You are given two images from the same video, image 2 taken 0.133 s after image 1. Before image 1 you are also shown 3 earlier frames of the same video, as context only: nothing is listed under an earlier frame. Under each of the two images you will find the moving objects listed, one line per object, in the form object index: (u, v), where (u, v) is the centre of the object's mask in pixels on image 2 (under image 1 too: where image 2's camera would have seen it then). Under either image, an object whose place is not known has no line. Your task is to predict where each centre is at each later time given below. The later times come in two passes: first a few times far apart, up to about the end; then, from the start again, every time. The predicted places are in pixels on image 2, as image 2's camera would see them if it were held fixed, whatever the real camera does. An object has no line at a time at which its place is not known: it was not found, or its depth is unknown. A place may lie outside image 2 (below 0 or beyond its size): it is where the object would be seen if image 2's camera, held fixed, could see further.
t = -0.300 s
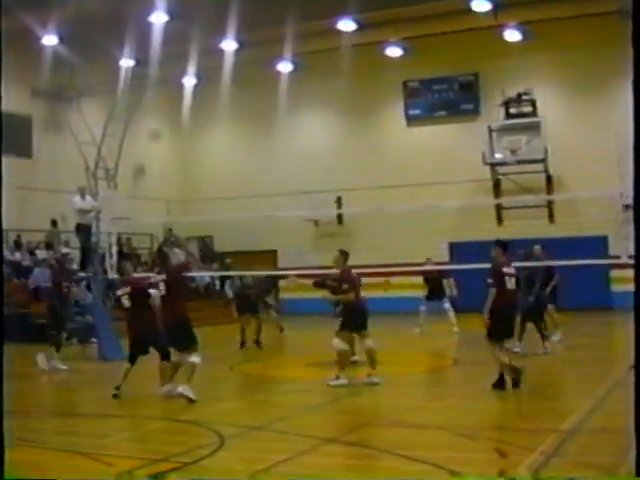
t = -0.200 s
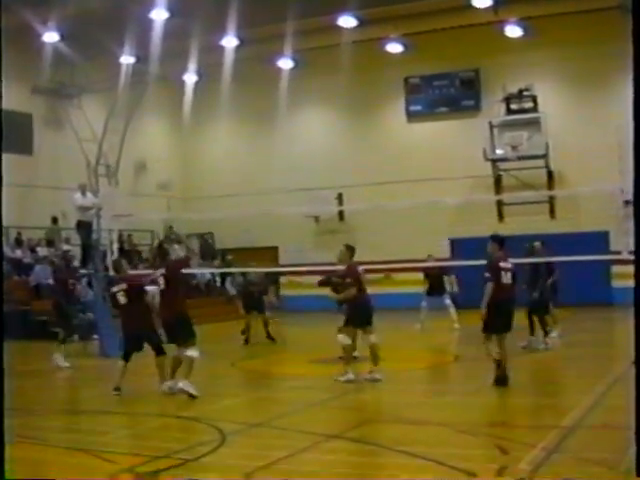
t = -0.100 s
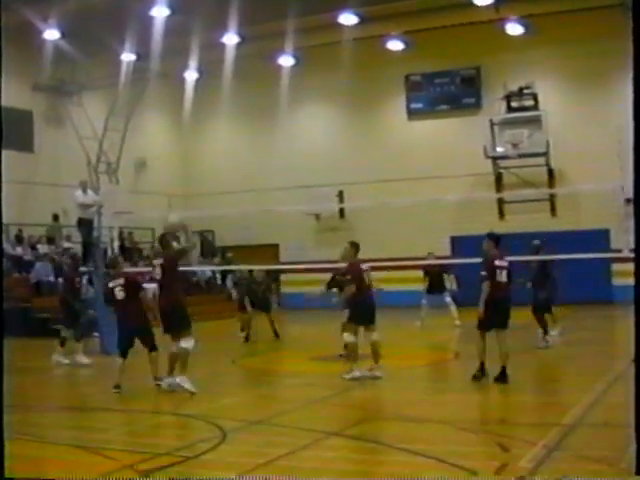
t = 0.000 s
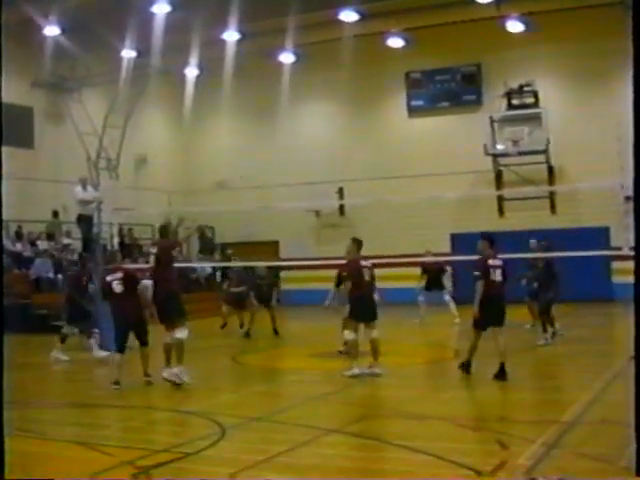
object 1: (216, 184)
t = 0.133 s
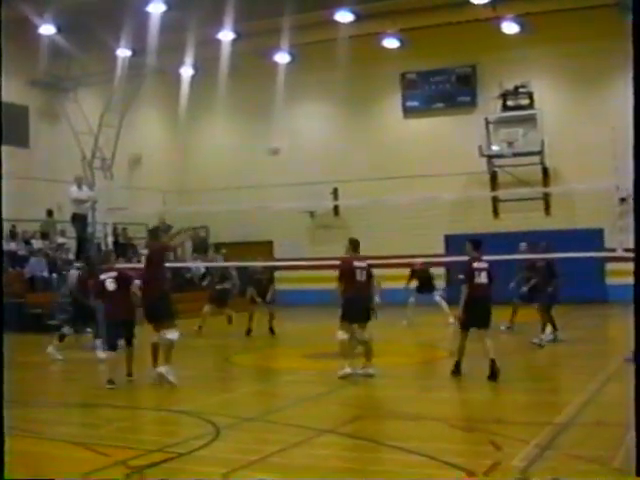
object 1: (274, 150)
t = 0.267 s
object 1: (322, 133)
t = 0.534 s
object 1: (397, 133)
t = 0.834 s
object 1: (459, 176)
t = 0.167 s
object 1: (285, 145)
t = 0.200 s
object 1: (298, 140)
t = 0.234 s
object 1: (311, 137)
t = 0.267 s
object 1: (322, 133)
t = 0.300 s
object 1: (333, 130)
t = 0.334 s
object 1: (343, 130)
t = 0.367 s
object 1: (354, 126)
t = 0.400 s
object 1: (364, 126)
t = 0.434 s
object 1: (372, 127)
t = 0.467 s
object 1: (381, 128)
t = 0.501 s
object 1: (389, 131)
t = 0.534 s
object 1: (397, 133)
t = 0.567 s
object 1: (405, 136)
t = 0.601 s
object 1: (413, 139)
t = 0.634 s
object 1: (420, 143)
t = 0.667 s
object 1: (426, 148)
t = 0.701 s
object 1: (434, 152)
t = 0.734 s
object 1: (440, 157)
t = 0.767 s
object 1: (446, 163)
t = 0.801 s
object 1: (454, 169)
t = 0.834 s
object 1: (459, 176)
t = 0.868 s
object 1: (464, 182)
